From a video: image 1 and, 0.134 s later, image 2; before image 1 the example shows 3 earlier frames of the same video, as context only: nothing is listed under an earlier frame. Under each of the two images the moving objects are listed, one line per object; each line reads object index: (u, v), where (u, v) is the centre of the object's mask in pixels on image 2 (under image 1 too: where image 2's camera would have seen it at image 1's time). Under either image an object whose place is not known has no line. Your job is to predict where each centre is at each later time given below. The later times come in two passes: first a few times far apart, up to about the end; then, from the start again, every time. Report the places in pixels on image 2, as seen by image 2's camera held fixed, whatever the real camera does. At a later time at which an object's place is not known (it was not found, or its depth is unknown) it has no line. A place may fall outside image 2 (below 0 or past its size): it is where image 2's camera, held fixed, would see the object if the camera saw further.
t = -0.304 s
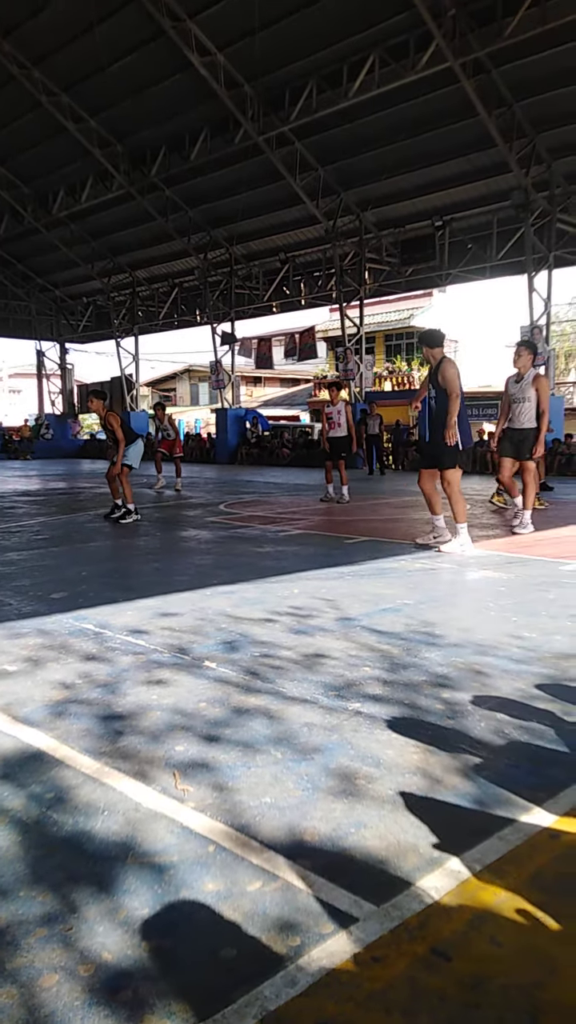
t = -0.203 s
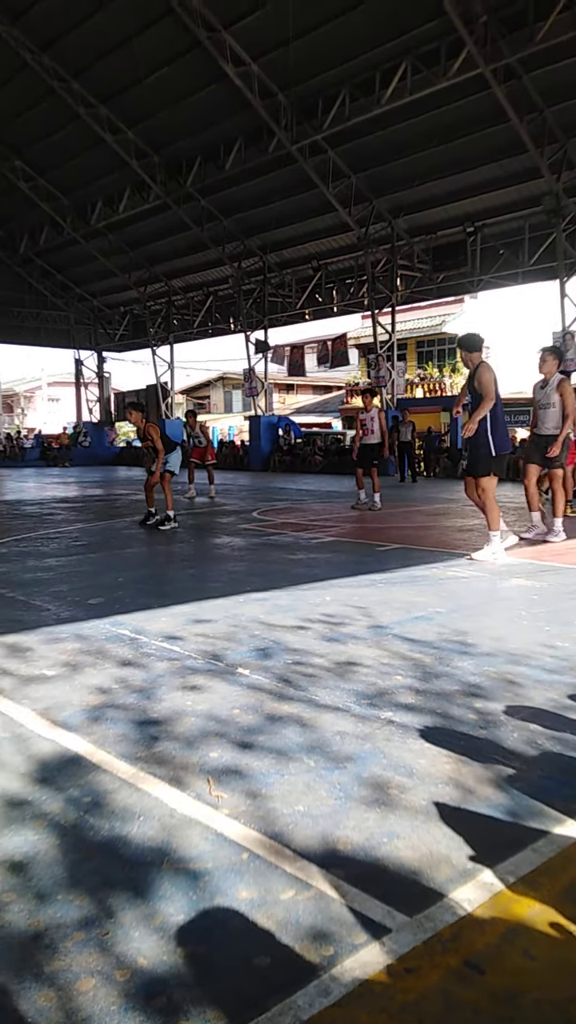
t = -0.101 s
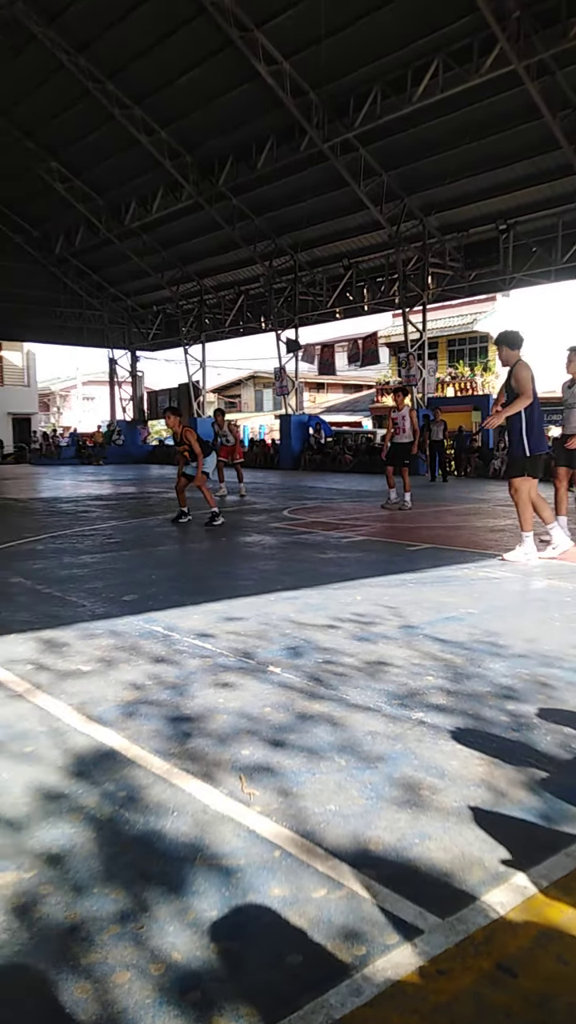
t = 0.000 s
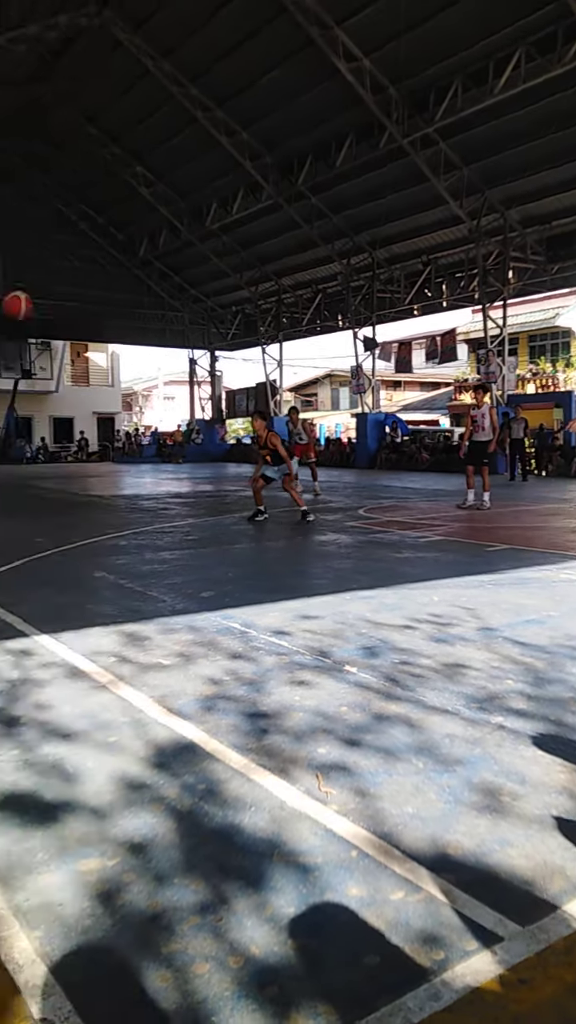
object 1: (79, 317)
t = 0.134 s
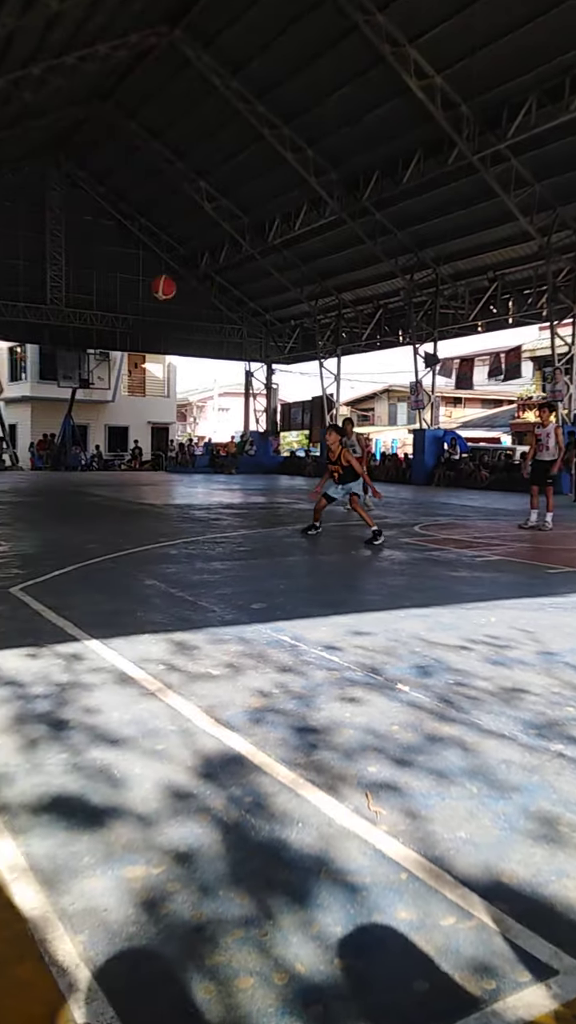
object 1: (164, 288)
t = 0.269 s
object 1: (233, 280)
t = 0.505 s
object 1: (322, 297)
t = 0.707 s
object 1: (382, 339)
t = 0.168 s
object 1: (183, 286)
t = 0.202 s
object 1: (200, 282)
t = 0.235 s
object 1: (218, 280)
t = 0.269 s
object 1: (233, 280)
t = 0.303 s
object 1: (247, 278)
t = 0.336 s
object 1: (262, 277)
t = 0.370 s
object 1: (276, 280)
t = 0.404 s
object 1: (288, 284)
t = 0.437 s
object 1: (300, 291)
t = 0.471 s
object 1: (311, 295)
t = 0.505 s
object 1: (322, 297)
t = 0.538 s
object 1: (333, 302)
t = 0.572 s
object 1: (344, 308)
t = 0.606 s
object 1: (354, 315)
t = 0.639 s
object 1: (365, 320)
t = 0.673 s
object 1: (374, 329)
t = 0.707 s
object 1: (382, 339)
